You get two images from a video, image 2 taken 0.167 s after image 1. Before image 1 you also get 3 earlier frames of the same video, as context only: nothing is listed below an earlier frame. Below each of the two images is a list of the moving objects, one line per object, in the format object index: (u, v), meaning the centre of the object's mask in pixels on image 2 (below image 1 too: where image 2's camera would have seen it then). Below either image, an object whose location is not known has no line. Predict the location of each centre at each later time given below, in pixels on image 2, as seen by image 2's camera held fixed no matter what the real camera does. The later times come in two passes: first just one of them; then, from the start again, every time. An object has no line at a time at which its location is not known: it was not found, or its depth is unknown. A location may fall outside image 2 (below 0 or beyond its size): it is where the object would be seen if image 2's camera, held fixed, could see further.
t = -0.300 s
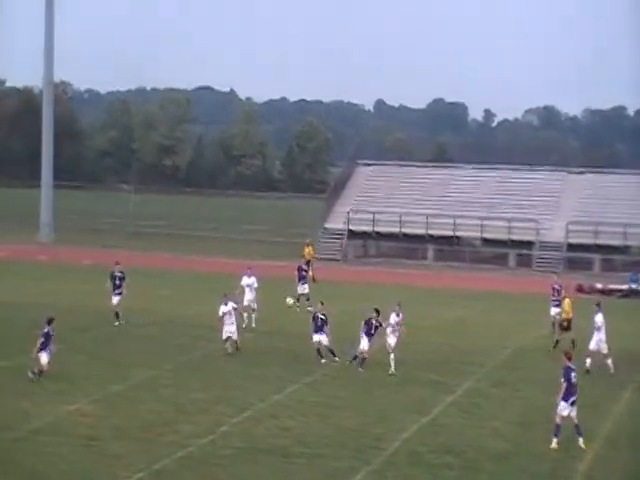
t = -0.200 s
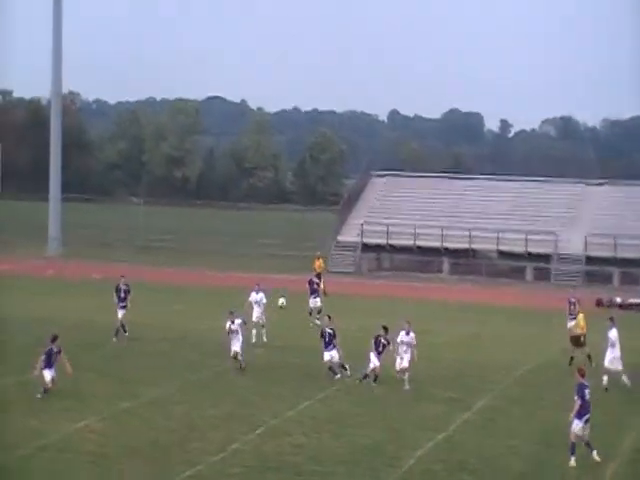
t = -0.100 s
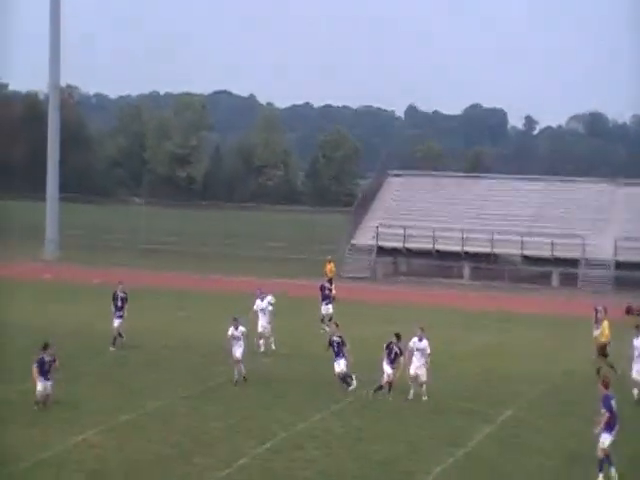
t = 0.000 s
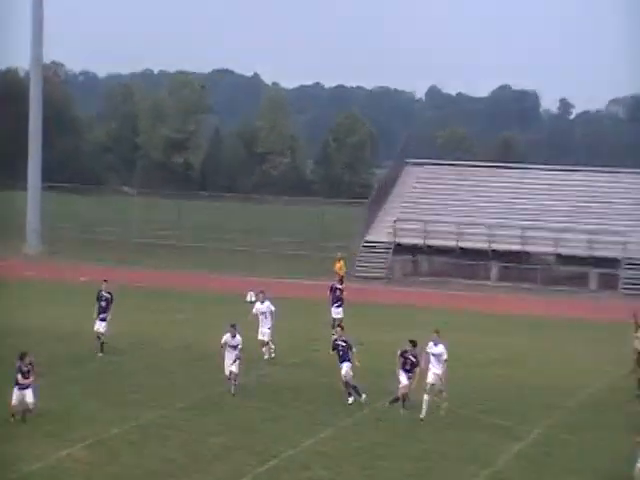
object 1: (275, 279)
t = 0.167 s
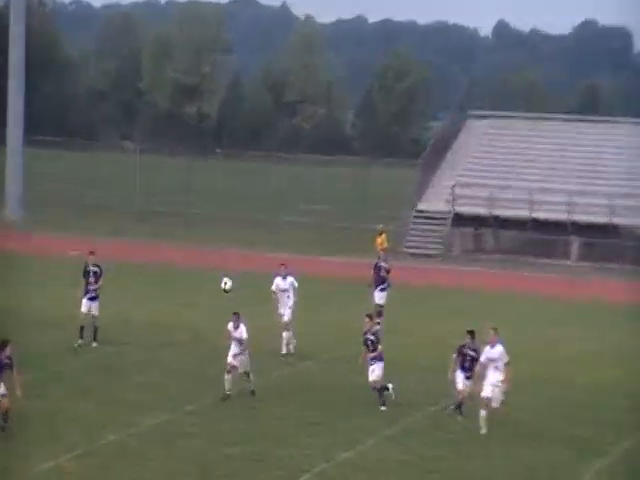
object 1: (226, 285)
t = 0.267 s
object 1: (197, 298)
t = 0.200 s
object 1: (217, 288)
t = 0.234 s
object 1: (207, 292)
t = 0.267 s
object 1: (197, 298)
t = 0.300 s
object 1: (187, 306)
